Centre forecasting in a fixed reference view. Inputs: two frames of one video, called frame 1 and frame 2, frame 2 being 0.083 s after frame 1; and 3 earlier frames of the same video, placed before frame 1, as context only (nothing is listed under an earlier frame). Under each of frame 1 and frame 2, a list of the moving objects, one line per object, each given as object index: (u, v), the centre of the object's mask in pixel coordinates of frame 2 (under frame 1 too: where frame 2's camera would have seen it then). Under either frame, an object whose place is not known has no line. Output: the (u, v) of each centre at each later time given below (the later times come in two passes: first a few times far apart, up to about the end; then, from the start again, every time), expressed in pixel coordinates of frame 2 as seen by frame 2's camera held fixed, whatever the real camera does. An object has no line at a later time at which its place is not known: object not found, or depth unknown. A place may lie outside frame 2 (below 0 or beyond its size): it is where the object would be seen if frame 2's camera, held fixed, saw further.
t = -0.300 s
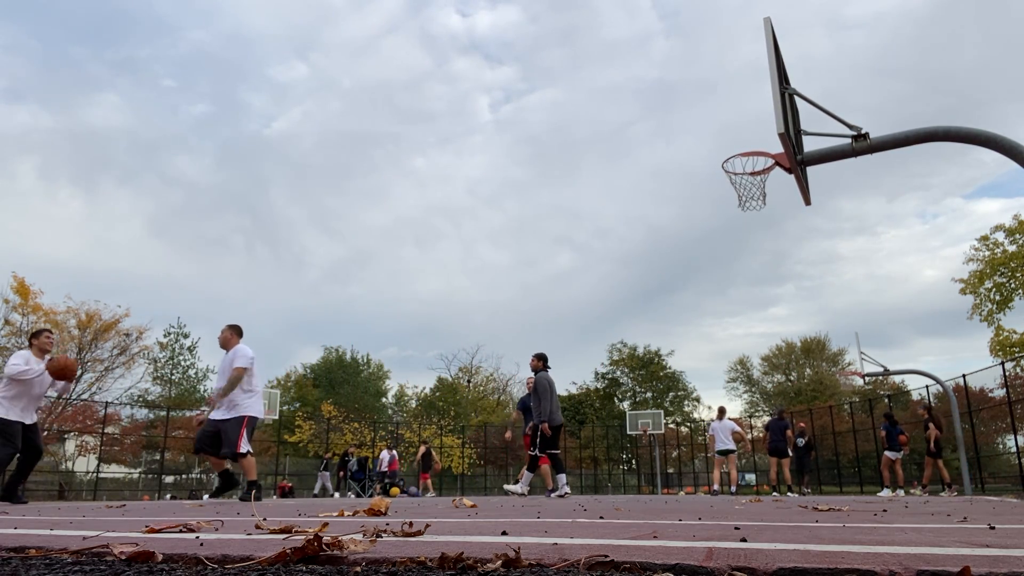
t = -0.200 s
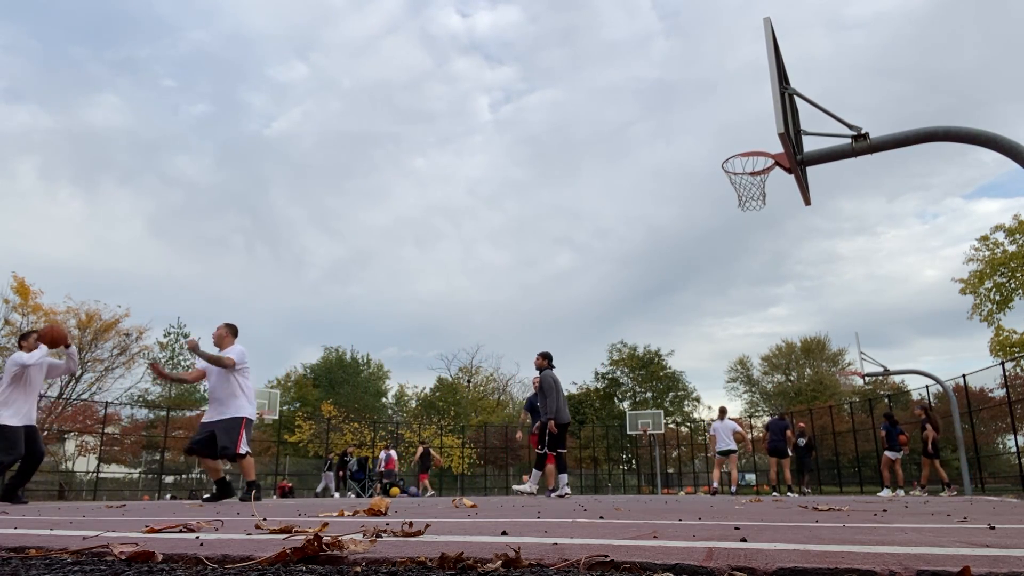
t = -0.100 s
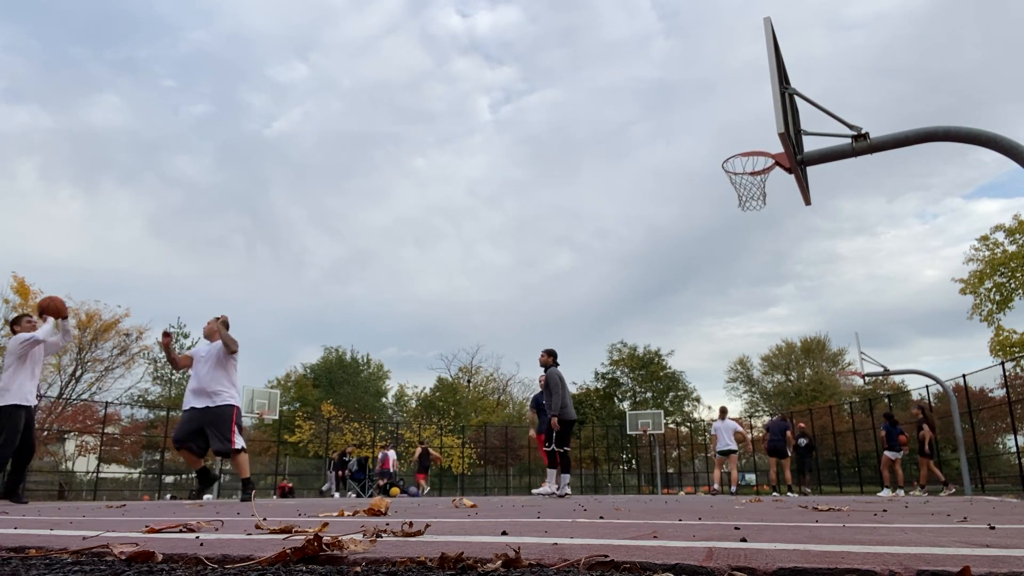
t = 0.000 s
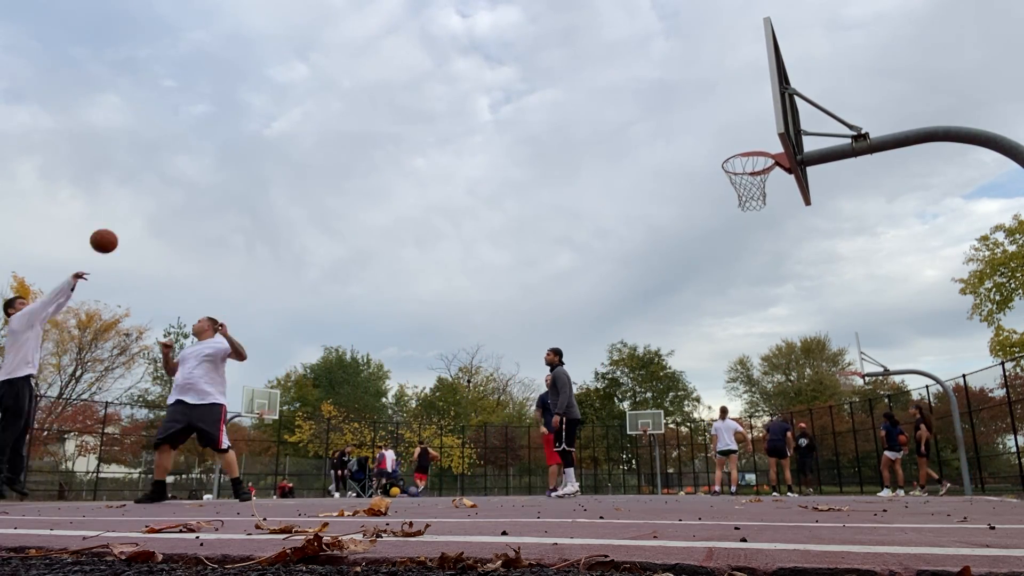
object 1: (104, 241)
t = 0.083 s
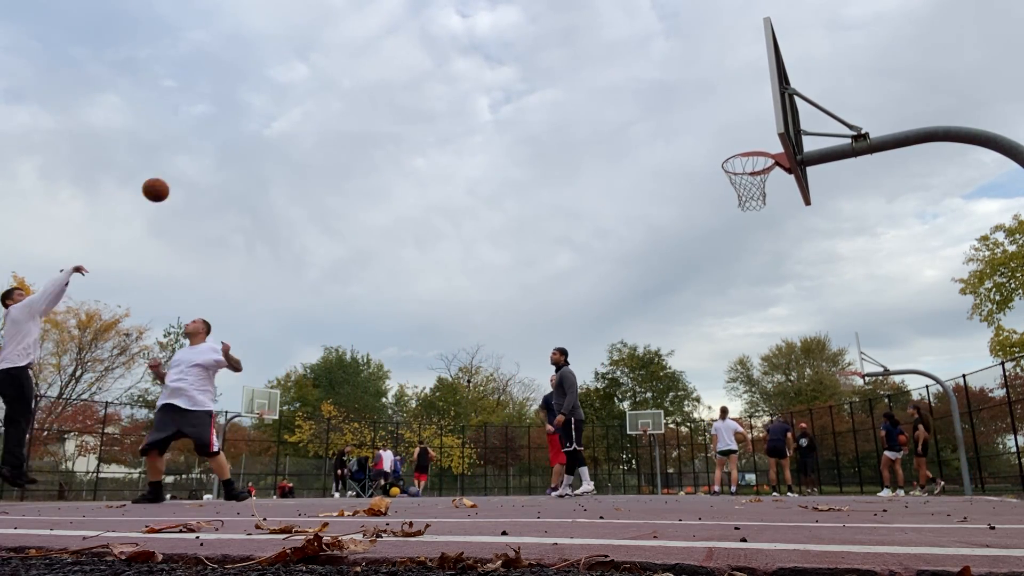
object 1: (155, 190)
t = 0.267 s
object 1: (261, 104)
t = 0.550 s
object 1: (409, 34)
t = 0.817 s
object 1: (542, 31)
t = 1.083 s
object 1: (678, 88)
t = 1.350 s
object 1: (730, 114)
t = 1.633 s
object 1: (631, 45)
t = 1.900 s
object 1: (543, 45)
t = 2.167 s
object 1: (452, 113)
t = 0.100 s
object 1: (166, 180)
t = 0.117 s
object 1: (176, 171)
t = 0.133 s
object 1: (185, 163)
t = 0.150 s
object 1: (195, 154)
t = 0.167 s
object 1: (205, 146)
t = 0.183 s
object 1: (215, 139)
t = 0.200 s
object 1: (224, 131)
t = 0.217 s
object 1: (233, 124)
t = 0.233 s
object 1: (243, 117)
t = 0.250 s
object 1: (252, 110)
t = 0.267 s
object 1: (261, 104)
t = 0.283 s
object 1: (270, 98)
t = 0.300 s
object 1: (279, 92)
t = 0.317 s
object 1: (288, 87)
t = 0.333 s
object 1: (297, 81)
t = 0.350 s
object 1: (306, 76)
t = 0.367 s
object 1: (315, 71)
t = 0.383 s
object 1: (323, 67)
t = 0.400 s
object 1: (332, 62)
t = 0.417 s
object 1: (341, 58)
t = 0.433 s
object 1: (349, 54)
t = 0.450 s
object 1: (358, 51)
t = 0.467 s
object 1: (367, 47)
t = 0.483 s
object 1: (375, 44)
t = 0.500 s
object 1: (384, 41)
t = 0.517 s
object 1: (392, 39)
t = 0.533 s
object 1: (401, 36)
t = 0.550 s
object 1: (409, 34)
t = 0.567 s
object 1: (417, 32)
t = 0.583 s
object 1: (426, 30)
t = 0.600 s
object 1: (434, 29)
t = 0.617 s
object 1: (442, 28)
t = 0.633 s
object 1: (451, 27)
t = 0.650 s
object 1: (459, 26)
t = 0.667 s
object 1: (467, 25)
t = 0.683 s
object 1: (476, 25)
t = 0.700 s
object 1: (484, 25)
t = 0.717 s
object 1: (492, 25)
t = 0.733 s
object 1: (500, 26)
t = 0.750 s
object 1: (508, 26)
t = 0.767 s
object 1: (517, 27)
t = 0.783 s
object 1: (525, 28)
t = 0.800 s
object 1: (533, 29)
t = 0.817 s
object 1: (542, 31)
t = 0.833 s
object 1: (550, 33)
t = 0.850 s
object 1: (558, 35)
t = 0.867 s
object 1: (567, 37)
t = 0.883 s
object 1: (575, 39)
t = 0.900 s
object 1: (583, 42)
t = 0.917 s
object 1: (592, 45)
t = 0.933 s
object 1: (600, 48)
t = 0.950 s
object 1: (609, 52)
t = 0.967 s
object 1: (617, 55)
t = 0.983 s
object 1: (626, 59)
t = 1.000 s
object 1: (635, 63)
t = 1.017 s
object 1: (643, 68)
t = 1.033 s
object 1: (652, 72)
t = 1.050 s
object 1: (661, 77)
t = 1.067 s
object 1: (669, 83)
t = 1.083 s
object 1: (678, 88)
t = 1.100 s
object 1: (687, 94)
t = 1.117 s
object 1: (696, 100)
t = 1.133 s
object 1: (705, 106)
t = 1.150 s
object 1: (714, 113)
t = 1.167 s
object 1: (723, 119)
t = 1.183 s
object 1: (733, 127)
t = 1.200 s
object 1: (742, 134)
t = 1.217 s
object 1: (751, 141)
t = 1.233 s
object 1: (762, 146)
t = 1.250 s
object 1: (765, 158)
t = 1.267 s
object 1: (762, 145)
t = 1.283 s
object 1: (755, 140)
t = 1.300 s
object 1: (748, 134)
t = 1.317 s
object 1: (742, 127)
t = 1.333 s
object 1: (736, 120)
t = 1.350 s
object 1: (730, 114)
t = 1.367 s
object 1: (724, 108)
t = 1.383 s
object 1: (718, 102)
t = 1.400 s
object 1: (712, 96)
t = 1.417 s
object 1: (706, 91)
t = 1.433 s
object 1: (700, 86)
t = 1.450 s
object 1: (694, 81)
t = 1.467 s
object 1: (688, 77)
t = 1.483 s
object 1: (682, 72)
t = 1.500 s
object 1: (677, 68)
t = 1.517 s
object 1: (671, 65)
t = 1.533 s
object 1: (665, 61)
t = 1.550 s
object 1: (659, 58)
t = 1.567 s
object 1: (654, 54)
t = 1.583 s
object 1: (648, 52)
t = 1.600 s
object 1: (642, 49)
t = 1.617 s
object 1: (637, 47)
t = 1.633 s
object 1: (631, 45)
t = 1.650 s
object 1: (626, 43)
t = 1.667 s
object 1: (620, 41)
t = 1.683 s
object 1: (614, 40)
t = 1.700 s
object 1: (609, 39)
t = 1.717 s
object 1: (603, 38)
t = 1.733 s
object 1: (598, 37)
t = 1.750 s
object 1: (592, 37)
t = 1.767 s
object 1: (587, 37)
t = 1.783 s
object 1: (581, 37)
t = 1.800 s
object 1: (576, 38)
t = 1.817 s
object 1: (570, 38)
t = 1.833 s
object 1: (565, 39)
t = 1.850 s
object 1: (559, 40)
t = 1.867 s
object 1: (554, 42)
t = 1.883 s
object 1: (548, 44)
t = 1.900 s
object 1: (543, 45)
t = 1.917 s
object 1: (537, 48)
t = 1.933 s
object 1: (531, 50)
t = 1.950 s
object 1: (526, 53)
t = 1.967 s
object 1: (520, 56)
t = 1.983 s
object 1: (515, 59)
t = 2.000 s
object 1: (509, 62)
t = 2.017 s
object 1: (503, 66)
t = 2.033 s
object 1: (498, 70)
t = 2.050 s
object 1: (492, 75)
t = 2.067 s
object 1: (486, 79)
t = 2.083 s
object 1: (481, 84)
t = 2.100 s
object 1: (475, 89)
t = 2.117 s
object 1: (469, 95)
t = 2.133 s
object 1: (463, 100)
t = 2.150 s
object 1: (458, 107)
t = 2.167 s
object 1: (452, 113)
